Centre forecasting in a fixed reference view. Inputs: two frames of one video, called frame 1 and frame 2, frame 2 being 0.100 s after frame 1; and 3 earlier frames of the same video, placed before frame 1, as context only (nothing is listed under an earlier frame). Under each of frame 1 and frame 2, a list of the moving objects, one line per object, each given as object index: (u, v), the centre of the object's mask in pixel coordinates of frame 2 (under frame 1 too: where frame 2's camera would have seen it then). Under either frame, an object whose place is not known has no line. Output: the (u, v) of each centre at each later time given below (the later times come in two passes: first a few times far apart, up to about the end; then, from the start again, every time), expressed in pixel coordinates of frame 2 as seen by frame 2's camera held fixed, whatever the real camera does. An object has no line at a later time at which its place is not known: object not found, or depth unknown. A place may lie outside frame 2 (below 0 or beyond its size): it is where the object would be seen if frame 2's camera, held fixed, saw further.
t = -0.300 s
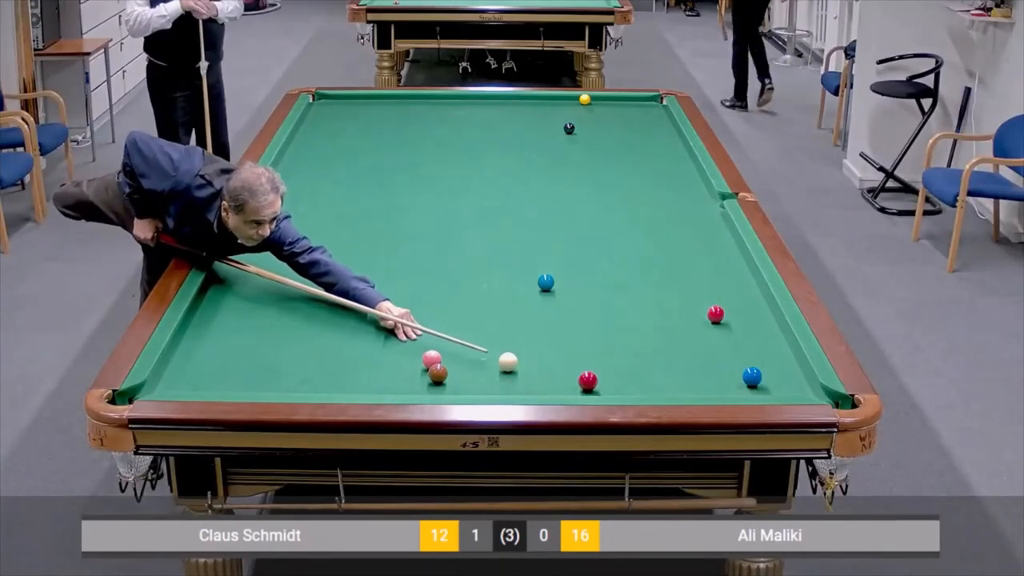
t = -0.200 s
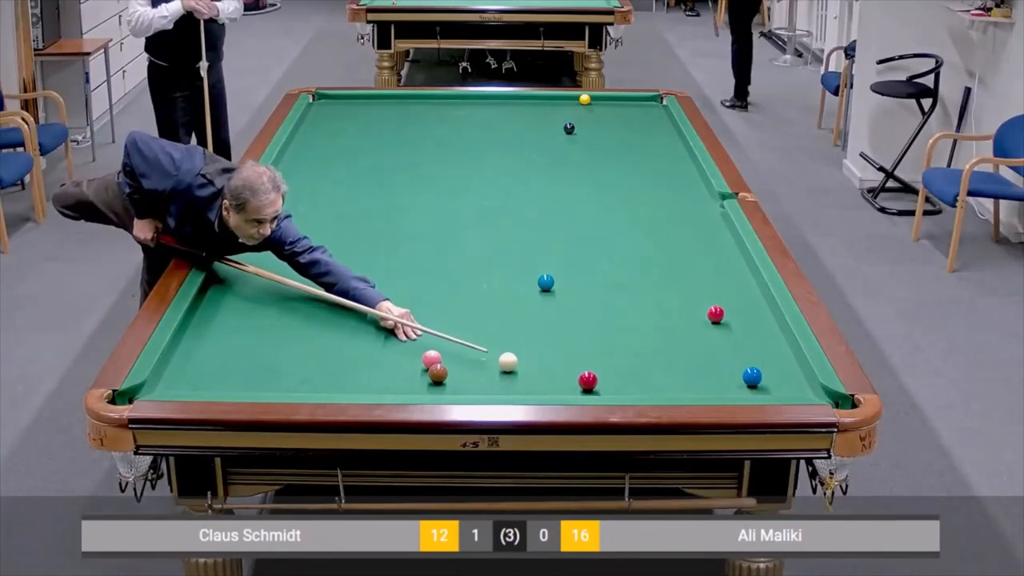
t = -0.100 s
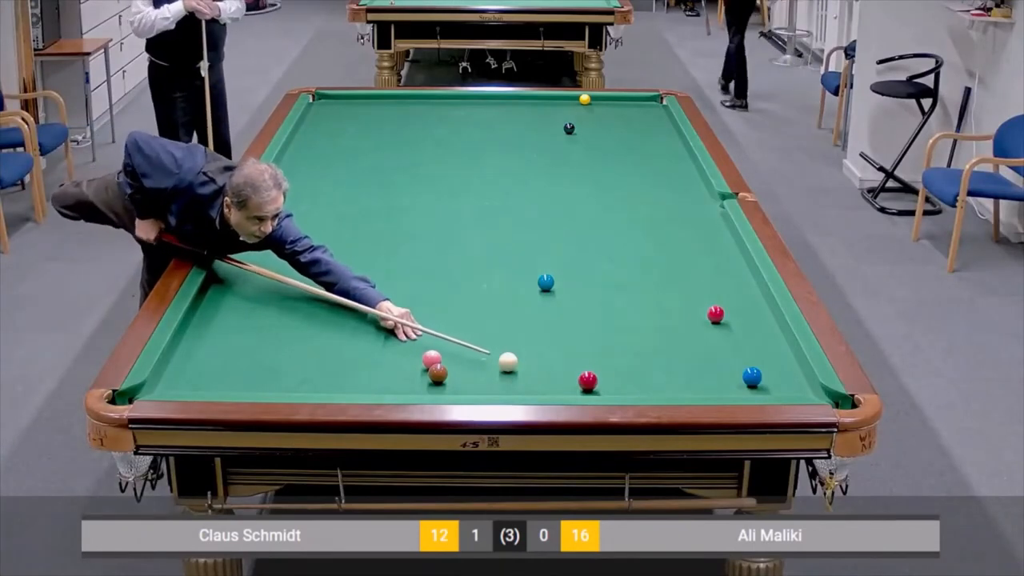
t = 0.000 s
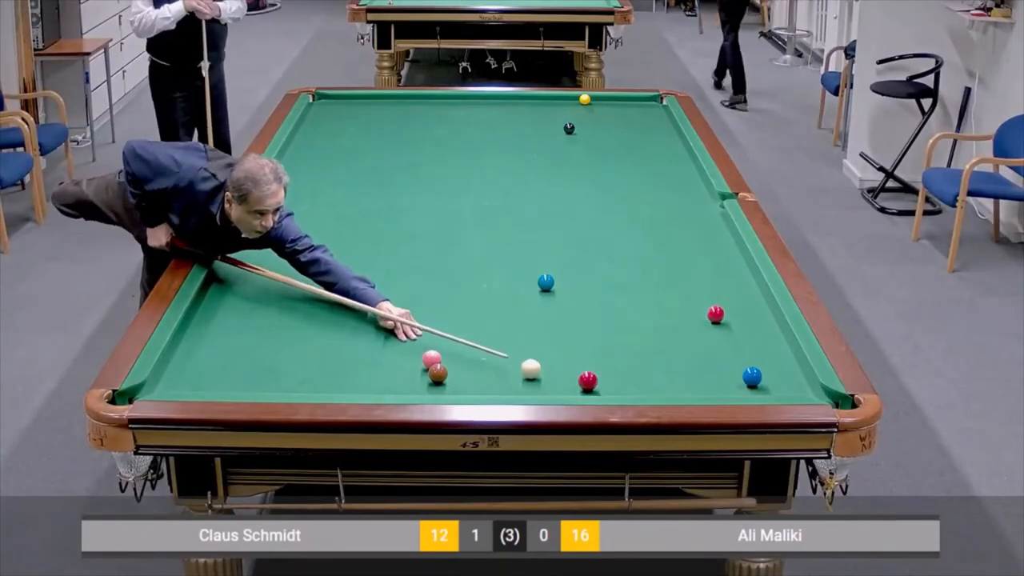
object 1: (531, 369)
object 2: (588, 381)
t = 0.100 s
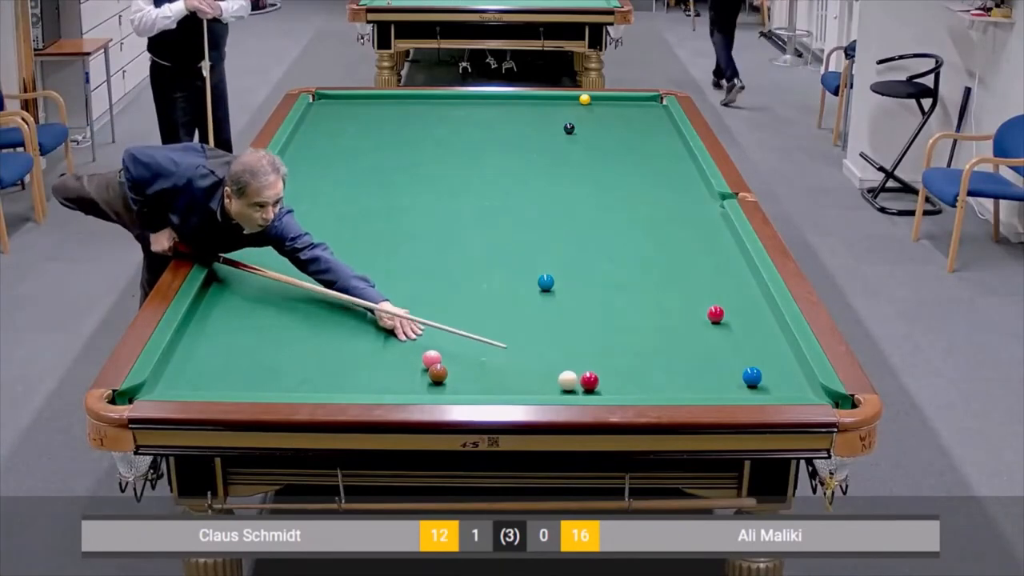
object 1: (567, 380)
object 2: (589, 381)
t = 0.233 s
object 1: (573, 389)
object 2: (630, 384)
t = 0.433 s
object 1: (584, 386)
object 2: (678, 386)
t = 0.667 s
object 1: (595, 378)
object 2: (732, 388)
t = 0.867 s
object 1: (603, 370)
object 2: (776, 390)
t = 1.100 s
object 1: (612, 362)
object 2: (826, 395)
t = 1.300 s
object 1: (619, 356)
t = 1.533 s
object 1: (626, 350)
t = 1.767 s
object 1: (632, 344)
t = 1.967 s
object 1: (637, 341)
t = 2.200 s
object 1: (641, 337)
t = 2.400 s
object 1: (644, 334)
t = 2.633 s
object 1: (646, 332)
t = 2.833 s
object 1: (648, 330)
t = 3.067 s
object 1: (649, 329)
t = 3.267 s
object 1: (649, 329)
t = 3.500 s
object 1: (649, 329)
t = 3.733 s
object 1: (648, 326)
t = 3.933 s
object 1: (649, 329)
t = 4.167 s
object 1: (649, 329)
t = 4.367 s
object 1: (649, 329)
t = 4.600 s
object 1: (649, 329)
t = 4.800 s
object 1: (649, 329)
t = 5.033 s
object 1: (649, 329)
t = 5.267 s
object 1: (649, 329)
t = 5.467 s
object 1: (649, 329)
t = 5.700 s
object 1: (649, 329)
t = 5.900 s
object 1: (649, 329)
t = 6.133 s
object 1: (649, 329)
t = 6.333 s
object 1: (649, 329)
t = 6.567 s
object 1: (649, 329)
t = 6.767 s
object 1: (649, 329)
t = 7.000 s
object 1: (649, 329)
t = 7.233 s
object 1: (649, 329)
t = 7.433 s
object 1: (649, 329)
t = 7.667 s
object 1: (649, 329)
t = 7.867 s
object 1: (649, 329)
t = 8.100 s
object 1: (649, 329)
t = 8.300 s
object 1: (649, 329)
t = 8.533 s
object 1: (649, 329)
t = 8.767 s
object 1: (649, 329)
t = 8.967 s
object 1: (649, 329)
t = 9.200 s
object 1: (649, 329)
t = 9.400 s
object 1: (649, 329)
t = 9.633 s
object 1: (649, 329)
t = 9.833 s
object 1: (649, 329)
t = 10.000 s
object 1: (649, 329)
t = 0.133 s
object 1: (568, 383)
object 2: (600, 382)
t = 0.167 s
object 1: (569, 385)
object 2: (611, 382)
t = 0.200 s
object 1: (571, 387)
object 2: (621, 383)
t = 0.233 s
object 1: (573, 389)
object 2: (630, 384)
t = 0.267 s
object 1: (575, 391)
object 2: (638, 384)
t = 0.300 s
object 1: (577, 391)
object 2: (646, 385)
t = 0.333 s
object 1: (579, 389)
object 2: (655, 385)
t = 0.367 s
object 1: (580, 388)
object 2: (662, 385)
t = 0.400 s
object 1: (582, 387)
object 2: (670, 385)
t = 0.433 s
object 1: (584, 386)
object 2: (678, 386)
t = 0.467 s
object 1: (585, 385)
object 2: (686, 386)
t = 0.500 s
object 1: (587, 385)
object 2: (694, 386)
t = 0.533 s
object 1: (589, 383)
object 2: (702, 387)
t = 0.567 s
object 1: (590, 382)
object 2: (709, 387)
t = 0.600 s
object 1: (592, 380)
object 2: (717, 387)
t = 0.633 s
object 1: (593, 379)
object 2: (724, 388)
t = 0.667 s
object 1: (595, 378)
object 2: (732, 388)
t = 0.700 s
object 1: (596, 376)
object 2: (740, 388)
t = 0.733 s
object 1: (598, 375)
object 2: (747, 388)
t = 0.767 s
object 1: (599, 373)
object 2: (755, 389)
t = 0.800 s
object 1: (600, 372)
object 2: (762, 389)
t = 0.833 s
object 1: (602, 371)
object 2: (769, 389)
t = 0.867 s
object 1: (603, 370)
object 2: (776, 390)
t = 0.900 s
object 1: (605, 368)
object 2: (784, 390)
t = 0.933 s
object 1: (606, 367)
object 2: (791, 390)
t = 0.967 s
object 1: (607, 366)
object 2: (798, 390)
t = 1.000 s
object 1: (608, 365)
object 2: (805, 391)
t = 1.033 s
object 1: (610, 364)
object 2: (812, 392)
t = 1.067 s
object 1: (611, 363)
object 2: (819, 393)
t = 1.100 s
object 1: (612, 362)
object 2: (826, 395)
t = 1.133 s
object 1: (614, 361)
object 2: (833, 400)
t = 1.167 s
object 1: (615, 360)
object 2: (837, 405)
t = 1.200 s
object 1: (616, 359)
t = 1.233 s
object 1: (617, 358)
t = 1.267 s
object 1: (618, 357)
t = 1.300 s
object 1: (619, 356)
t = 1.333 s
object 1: (620, 355)
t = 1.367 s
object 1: (621, 354)
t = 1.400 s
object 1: (623, 353)
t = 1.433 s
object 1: (623, 352)
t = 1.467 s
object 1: (624, 351)
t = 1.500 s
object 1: (625, 350)
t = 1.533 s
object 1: (626, 350)
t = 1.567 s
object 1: (627, 349)
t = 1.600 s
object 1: (628, 348)
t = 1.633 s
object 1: (629, 347)
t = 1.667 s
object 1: (630, 346)
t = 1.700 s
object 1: (631, 346)
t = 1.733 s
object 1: (632, 345)
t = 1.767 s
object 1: (632, 344)
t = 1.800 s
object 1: (633, 343)
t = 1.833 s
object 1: (634, 343)
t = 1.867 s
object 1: (635, 342)
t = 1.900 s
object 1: (635, 342)
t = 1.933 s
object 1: (636, 341)
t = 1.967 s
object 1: (637, 341)
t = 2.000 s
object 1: (637, 340)
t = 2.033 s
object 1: (638, 339)
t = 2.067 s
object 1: (638, 339)
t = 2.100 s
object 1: (639, 338)
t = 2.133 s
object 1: (640, 338)
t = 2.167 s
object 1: (640, 337)
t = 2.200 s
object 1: (641, 337)
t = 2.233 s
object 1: (641, 336)
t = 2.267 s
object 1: (642, 336)
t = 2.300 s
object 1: (642, 335)
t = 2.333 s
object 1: (643, 335)
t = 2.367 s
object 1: (643, 334)
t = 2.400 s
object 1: (644, 334)
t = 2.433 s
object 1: (644, 334)
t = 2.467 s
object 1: (645, 333)
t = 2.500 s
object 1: (645, 333)
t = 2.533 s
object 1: (645, 333)
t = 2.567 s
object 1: (646, 333)
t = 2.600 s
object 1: (646, 332)
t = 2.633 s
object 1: (646, 332)
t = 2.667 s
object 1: (647, 332)
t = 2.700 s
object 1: (647, 331)
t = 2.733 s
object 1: (647, 331)
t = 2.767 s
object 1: (648, 331)
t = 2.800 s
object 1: (648, 331)
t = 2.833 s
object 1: (648, 330)
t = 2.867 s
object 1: (648, 330)
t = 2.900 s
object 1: (648, 330)
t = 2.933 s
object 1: (649, 330)
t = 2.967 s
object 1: (649, 330)
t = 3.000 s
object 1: (649, 330)
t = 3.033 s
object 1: (649, 329)
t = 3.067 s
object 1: (649, 329)
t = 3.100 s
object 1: (649, 329)
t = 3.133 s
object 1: (649, 329)
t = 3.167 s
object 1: (649, 329)
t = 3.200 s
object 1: (649, 329)
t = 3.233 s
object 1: (649, 329)
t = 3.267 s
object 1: (649, 329)
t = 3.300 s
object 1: (649, 329)
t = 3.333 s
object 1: (649, 329)
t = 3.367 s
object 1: (649, 329)
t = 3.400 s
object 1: (649, 329)
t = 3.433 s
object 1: (649, 329)
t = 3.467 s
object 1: (649, 329)
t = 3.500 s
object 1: (649, 329)
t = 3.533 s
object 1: (649, 329)
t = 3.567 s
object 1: (649, 329)
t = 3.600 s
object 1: (649, 329)
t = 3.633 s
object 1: (649, 329)
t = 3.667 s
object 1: (649, 329)
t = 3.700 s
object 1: (652, 333)
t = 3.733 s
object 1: (648, 326)
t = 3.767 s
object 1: (649, 329)
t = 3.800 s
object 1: (649, 329)
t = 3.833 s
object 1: (649, 329)
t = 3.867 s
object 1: (649, 329)
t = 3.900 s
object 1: (649, 329)
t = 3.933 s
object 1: (649, 329)
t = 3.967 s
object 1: (649, 329)
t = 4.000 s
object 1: (649, 329)
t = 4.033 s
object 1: (649, 329)
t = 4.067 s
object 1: (649, 329)
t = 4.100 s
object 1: (649, 329)
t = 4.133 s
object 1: (649, 329)
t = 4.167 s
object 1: (649, 329)
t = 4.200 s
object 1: (649, 329)
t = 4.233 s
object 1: (649, 329)
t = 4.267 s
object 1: (649, 329)
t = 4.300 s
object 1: (649, 329)
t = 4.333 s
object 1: (649, 329)
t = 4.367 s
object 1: (649, 329)
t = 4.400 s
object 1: (649, 329)
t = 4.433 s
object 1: (649, 329)
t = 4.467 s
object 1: (649, 329)
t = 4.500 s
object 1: (649, 329)
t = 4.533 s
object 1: (649, 329)
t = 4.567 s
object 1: (649, 329)
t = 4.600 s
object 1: (649, 329)
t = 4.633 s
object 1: (649, 329)
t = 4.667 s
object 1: (649, 329)
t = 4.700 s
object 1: (649, 329)
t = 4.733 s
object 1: (649, 329)
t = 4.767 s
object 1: (649, 329)
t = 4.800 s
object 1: (649, 329)
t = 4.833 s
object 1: (649, 329)
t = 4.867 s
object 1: (649, 329)
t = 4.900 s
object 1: (649, 329)
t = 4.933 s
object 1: (649, 329)
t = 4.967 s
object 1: (649, 329)
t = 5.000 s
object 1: (649, 329)
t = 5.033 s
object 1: (649, 329)
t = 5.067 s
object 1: (649, 329)
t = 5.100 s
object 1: (649, 329)
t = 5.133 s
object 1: (648, 327)
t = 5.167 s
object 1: (647, 327)
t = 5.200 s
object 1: (651, 330)
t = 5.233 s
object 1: (649, 329)
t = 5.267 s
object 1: (649, 329)
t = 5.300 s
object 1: (649, 329)
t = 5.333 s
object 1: (649, 329)
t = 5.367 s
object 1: (649, 329)
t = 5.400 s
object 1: (649, 329)
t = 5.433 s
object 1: (649, 329)
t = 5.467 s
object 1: (649, 329)
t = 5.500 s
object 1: (649, 329)
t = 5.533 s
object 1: (649, 329)
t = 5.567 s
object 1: (649, 329)
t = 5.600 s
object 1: (649, 329)
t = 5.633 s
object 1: (649, 329)
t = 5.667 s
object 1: (649, 329)
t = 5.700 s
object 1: (649, 329)
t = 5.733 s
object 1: (649, 329)
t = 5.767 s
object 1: (649, 329)
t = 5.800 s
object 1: (649, 329)
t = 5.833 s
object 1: (649, 329)
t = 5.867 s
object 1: (649, 329)
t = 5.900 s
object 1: (649, 329)
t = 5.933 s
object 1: (649, 329)
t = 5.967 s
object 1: (649, 329)
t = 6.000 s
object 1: (649, 329)
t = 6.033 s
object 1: (649, 329)
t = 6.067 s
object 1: (649, 329)
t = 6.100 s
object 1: (649, 329)
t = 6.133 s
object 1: (649, 329)
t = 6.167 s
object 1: (649, 329)
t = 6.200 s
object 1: (649, 329)
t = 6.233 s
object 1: (649, 329)
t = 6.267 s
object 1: (649, 329)
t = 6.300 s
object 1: (649, 329)
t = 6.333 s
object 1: (649, 329)
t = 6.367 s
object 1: (649, 329)
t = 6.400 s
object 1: (649, 329)
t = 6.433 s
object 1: (649, 329)
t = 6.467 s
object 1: (649, 329)
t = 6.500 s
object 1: (649, 329)
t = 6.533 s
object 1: (649, 329)
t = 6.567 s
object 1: (649, 329)
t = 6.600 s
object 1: (649, 329)
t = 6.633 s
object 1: (649, 329)
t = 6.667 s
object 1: (649, 329)
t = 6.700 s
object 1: (649, 329)
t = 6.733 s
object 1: (649, 329)
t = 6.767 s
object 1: (649, 329)
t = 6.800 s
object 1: (649, 329)
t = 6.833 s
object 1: (649, 329)
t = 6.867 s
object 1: (649, 329)
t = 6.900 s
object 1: (649, 329)
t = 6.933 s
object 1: (649, 329)
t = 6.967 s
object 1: (649, 329)
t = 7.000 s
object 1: (649, 329)
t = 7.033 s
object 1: (649, 329)
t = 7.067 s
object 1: (649, 329)
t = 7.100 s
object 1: (649, 329)
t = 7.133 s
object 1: (649, 329)
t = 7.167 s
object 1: (649, 329)
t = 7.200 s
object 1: (649, 329)
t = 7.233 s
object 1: (649, 329)
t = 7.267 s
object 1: (649, 329)
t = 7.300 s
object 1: (649, 329)
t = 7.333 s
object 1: (649, 329)
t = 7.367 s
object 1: (649, 329)
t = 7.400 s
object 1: (649, 329)
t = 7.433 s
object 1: (649, 329)
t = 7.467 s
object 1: (649, 329)
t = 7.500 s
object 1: (649, 329)
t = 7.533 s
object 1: (649, 329)
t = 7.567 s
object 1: (649, 329)
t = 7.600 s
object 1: (649, 329)
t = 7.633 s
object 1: (649, 329)
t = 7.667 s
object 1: (649, 329)
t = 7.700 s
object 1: (649, 329)
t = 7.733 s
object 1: (649, 329)
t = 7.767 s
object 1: (649, 329)
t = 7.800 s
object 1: (649, 329)
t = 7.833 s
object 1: (649, 329)
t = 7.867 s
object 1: (649, 329)
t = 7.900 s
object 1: (649, 329)
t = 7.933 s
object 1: (649, 329)
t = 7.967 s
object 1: (649, 329)
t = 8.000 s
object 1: (649, 329)
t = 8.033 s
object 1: (649, 329)
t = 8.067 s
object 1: (649, 329)
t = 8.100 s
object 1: (649, 329)
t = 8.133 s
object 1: (649, 329)
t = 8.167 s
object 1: (649, 329)
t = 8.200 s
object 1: (649, 329)
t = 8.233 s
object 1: (649, 329)
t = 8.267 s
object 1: (649, 329)
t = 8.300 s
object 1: (649, 329)
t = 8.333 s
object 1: (649, 329)
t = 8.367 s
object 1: (649, 329)
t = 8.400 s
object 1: (649, 329)
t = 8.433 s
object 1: (649, 329)
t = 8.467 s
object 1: (649, 329)
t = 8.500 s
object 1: (649, 329)
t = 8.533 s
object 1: (649, 329)
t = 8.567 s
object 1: (649, 329)
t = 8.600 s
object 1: (649, 329)
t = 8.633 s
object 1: (649, 329)
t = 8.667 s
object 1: (649, 329)
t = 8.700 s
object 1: (649, 329)
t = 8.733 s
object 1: (649, 329)
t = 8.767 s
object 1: (649, 329)
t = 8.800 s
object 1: (649, 329)
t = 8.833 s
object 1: (649, 329)
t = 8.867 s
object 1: (649, 329)
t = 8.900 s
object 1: (649, 329)
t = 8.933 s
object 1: (649, 329)
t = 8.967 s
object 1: (649, 329)
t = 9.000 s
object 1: (649, 329)
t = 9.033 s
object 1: (649, 329)
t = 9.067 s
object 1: (649, 329)
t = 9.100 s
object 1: (649, 329)
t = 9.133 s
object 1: (649, 329)
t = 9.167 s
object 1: (649, 329)
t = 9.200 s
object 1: (649, 329)
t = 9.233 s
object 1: (649, 329)
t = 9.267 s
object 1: (649, 329)
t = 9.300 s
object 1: (649, 329)
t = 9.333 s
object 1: (649, 329)
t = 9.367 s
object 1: (649, 329)
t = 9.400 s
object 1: (649, 329)
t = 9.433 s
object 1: (649, 329)
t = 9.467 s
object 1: (649, 329)
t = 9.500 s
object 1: (649, 329)
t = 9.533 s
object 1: (649, 329)
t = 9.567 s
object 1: (649, 329)
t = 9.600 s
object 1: (649, 329)
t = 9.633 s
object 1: (649, 329)
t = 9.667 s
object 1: (649, 329)
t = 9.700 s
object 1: (649, 329)
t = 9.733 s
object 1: (649, 329)
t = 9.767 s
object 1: (649, 329)
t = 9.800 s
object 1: (649, 329)
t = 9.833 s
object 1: (649, 329)
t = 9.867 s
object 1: (649, 329)
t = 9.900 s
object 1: (649, 329)
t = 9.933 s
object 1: (649, 329)
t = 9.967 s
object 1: (649, 329)
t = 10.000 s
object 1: (649, 329)
